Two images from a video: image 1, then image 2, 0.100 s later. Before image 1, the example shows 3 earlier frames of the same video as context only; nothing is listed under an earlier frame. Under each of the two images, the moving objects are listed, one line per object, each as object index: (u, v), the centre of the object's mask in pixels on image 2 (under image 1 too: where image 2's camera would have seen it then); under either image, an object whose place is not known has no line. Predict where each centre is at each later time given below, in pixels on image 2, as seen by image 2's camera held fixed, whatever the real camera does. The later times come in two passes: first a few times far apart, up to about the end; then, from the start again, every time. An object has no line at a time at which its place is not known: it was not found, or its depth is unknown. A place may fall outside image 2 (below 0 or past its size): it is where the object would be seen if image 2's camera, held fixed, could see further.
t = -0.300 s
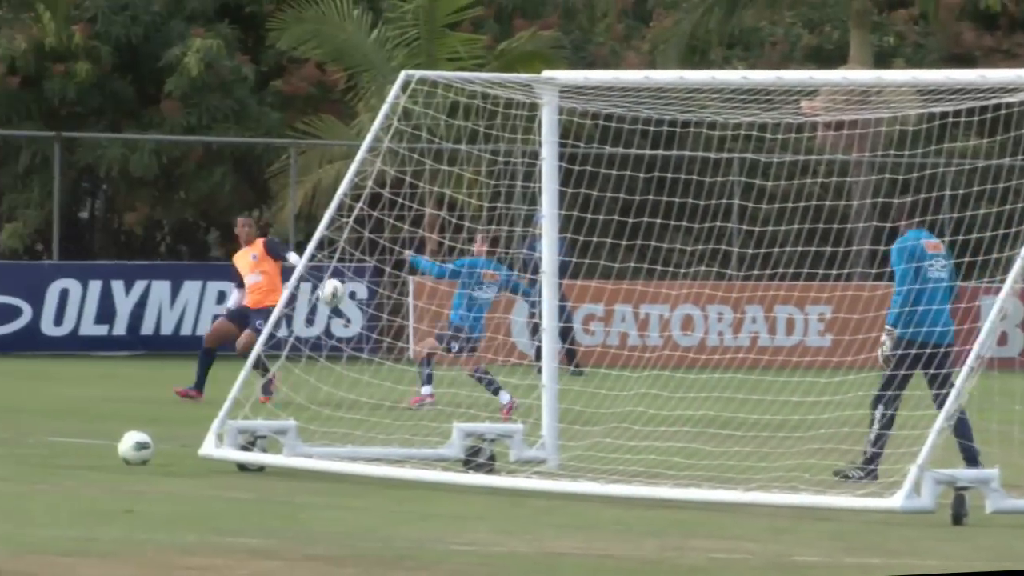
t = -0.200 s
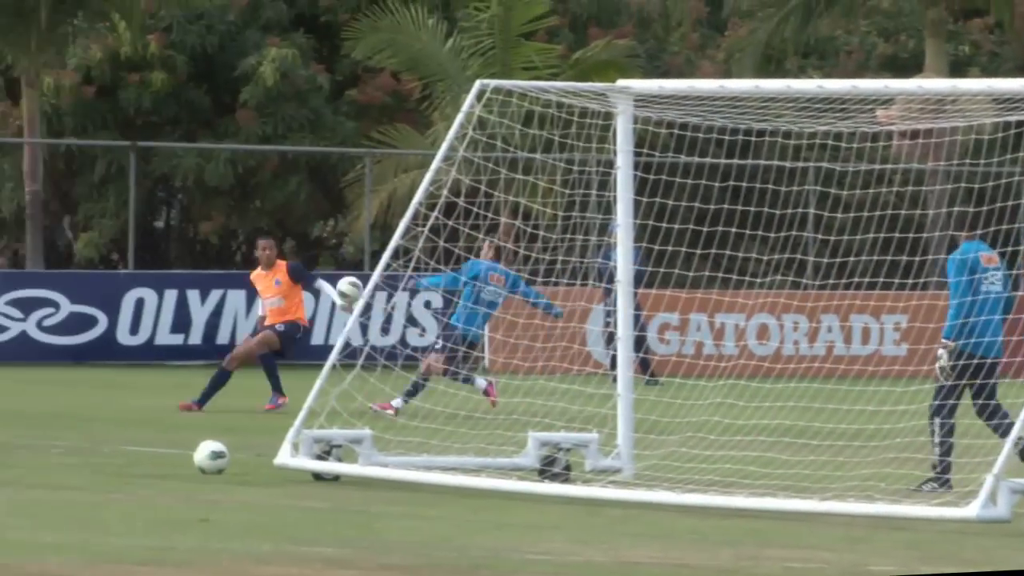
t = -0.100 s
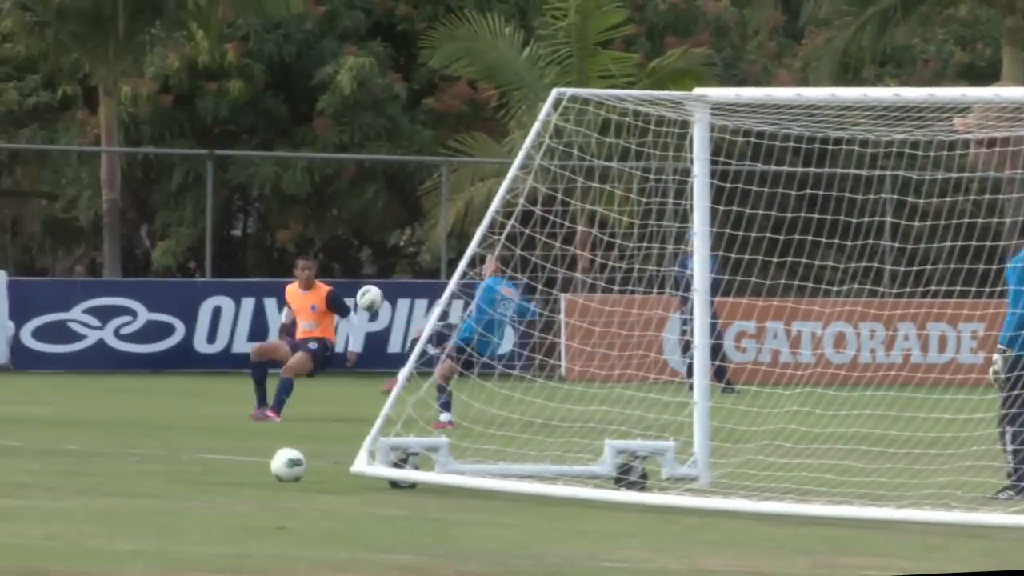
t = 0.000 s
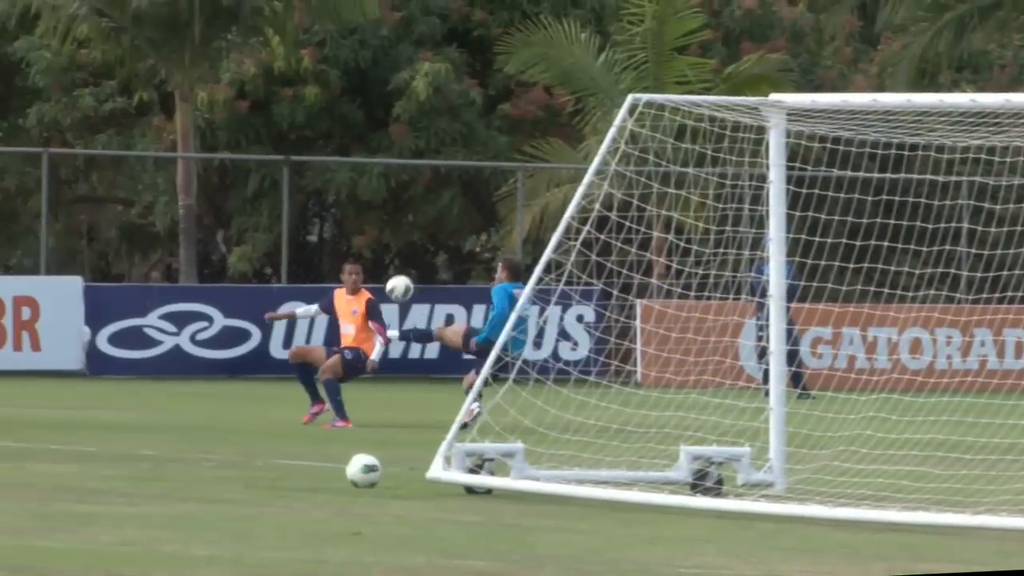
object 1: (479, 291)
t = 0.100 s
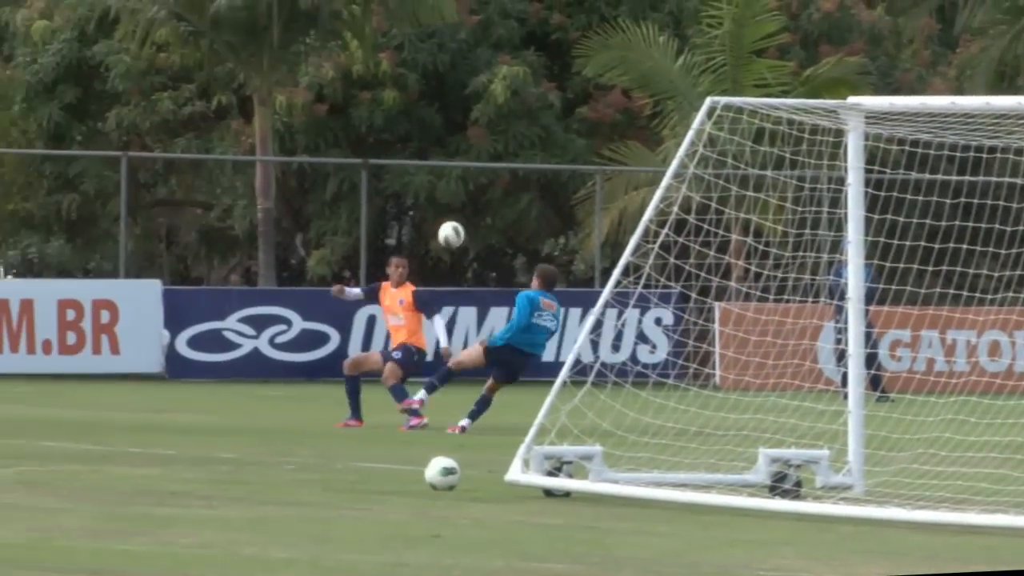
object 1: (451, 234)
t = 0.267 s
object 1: (406, 166)
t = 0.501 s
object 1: (351, 129)
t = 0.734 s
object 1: (296, 156)
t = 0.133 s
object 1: (442, 217)
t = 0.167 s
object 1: (433, 203)
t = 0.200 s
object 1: (424, 189)
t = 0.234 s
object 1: (415, 177)
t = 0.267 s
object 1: (406, 166)
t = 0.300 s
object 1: (398, 157)
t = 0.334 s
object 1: (390, 148)
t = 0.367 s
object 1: (383, 142)
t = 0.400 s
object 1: (375, 137)
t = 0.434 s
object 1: (366, 133)
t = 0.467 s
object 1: (359, 130)
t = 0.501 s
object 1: (351, 129)
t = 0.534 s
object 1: (342, 129)
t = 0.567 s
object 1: (334, 130)
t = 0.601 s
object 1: (326, 132)
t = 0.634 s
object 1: (318, 137)
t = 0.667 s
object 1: (311, 142)
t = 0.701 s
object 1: (303, 148)
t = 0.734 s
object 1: (296, 156)
